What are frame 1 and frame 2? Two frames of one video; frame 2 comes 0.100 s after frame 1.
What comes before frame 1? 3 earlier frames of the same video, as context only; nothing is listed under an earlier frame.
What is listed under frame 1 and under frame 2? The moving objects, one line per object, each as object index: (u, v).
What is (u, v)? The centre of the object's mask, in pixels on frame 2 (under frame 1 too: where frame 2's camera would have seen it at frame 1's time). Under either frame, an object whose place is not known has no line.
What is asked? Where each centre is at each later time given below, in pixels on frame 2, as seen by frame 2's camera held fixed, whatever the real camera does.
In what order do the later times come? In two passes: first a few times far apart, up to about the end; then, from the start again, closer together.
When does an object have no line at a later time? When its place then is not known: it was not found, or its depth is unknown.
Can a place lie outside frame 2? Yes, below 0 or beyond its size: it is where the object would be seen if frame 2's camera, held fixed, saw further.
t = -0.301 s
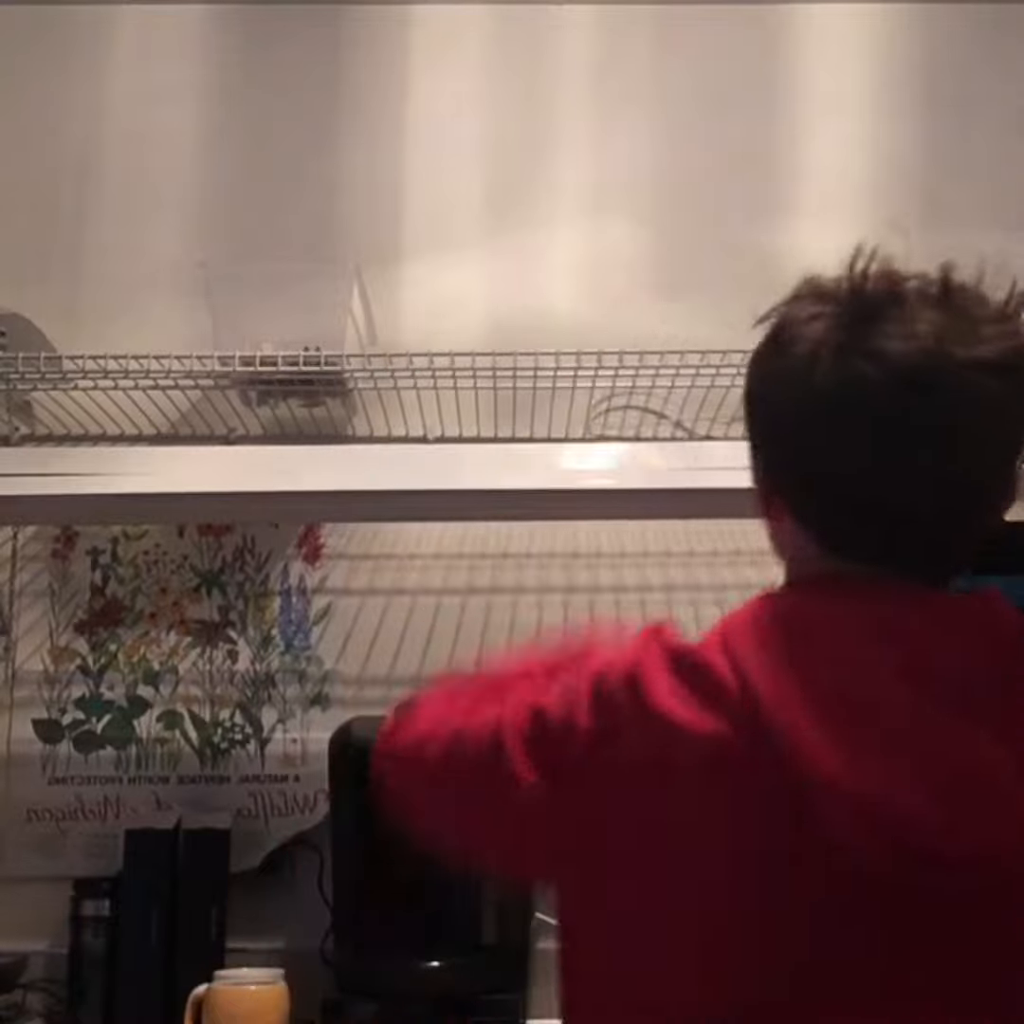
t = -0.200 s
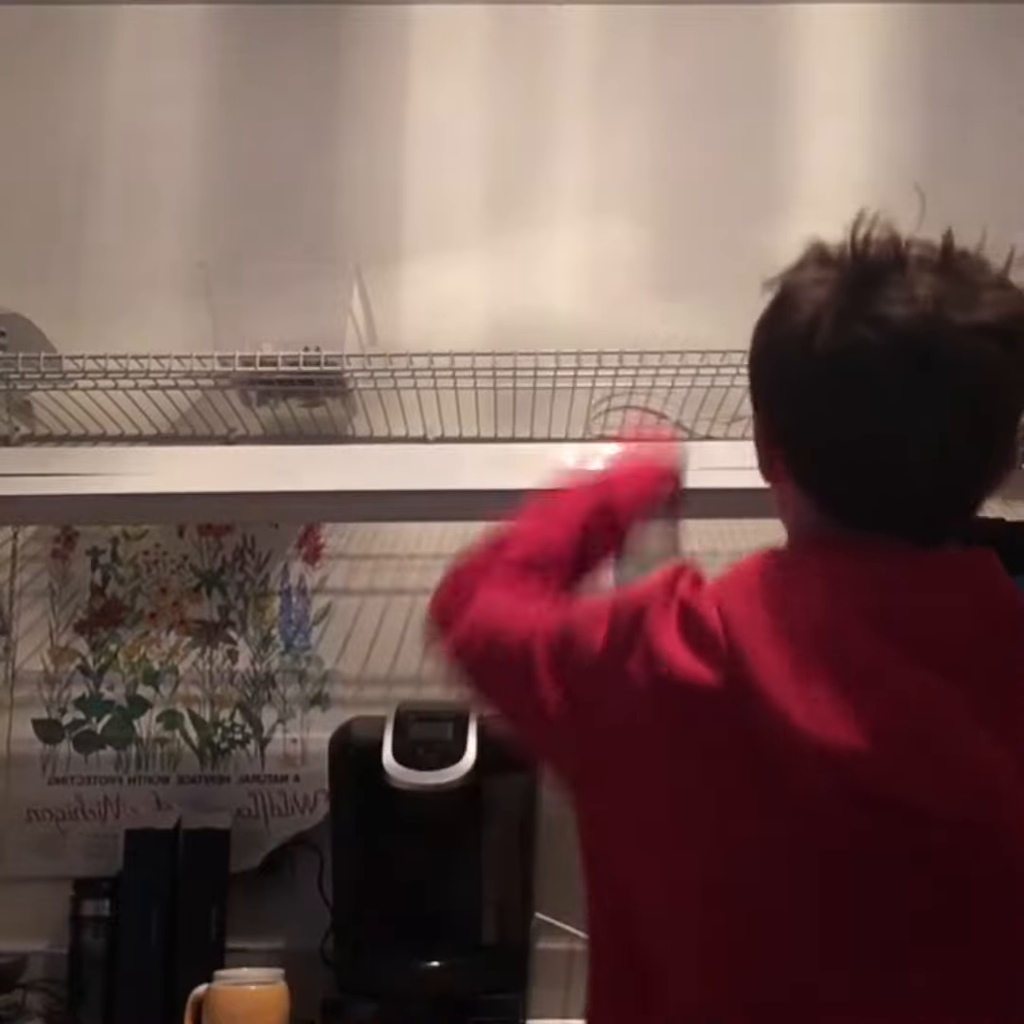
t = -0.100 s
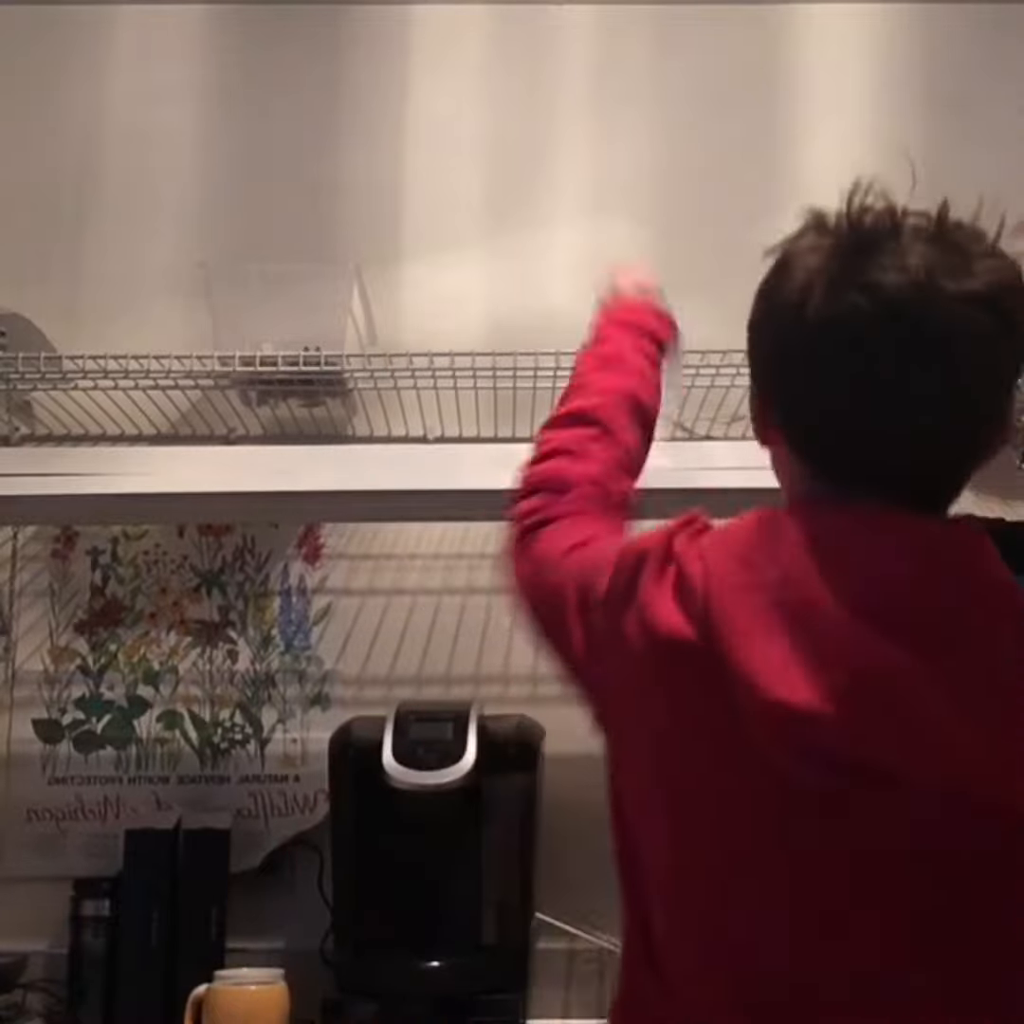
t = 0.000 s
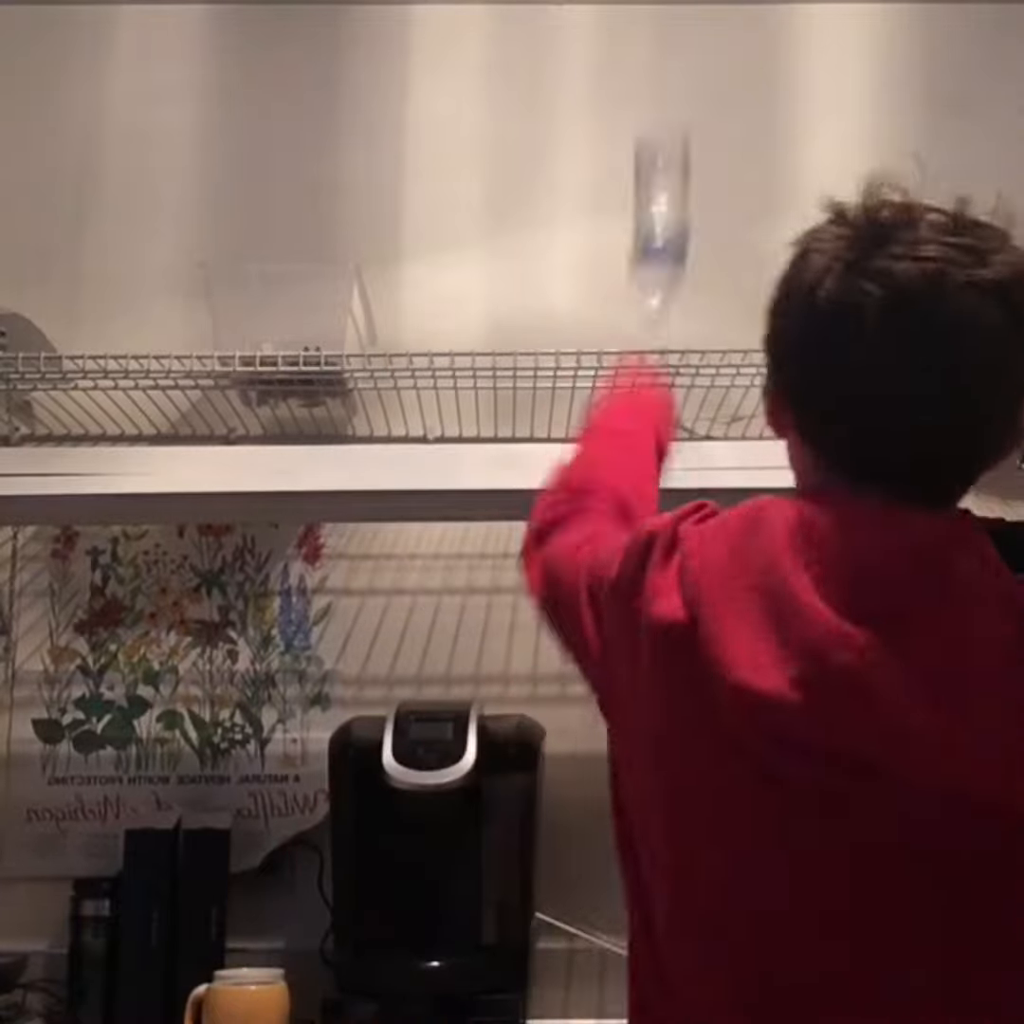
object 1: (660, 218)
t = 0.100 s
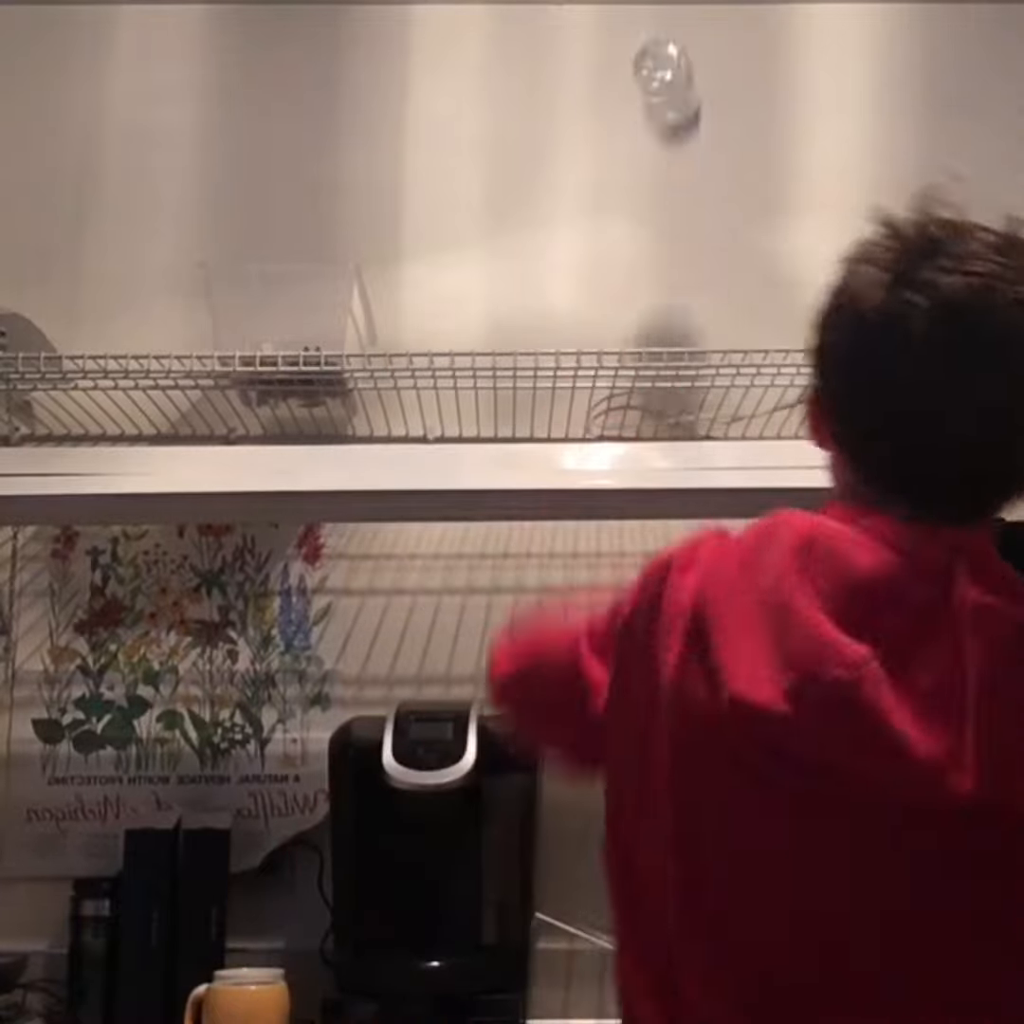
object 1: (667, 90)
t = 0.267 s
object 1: (686, 108)
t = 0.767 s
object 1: (686, 294)
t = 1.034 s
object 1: (686, 293)
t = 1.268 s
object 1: (686, 293)
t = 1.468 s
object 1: (686, 293)
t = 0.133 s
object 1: (670, 76)
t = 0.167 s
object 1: (673, 72)
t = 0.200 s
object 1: (677, 77)
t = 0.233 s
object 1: (682, 88)
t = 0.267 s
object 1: (686, 108)
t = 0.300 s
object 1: (690, 134)
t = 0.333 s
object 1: (694, 163)
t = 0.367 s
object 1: (698, 241)
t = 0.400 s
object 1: (701, 266)
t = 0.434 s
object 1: (707, 287)
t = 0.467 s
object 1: (712, 288)
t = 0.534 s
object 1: (708, 290)
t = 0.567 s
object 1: (702, 292)
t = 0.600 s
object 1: (695, 293)
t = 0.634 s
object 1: (690, 293)
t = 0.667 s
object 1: (686, 293)
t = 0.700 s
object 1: (685, 293)
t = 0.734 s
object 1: (686, 294)
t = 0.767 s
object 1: (686, 294)
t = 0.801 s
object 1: (686, 294)
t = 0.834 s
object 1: (686, 294)
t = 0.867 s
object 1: (686, 293)
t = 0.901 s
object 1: (686, 293)
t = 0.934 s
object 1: (685, 293)
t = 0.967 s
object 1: (686, 293)
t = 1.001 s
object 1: (685, 293)
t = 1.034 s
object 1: (686, 293)
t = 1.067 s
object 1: (686, 293)
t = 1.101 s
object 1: (686, 293)
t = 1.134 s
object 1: (686, 293)
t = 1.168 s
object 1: (686, 293)
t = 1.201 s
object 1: (686, 293)
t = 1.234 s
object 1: (686, 293)
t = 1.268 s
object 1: (686, 293)
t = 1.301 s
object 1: (686, 293)
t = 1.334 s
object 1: (686, 293)
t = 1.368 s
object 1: (686, 293)
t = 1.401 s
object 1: (686, 293)
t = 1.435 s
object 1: (686, 293)
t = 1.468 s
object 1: (686, 293)
